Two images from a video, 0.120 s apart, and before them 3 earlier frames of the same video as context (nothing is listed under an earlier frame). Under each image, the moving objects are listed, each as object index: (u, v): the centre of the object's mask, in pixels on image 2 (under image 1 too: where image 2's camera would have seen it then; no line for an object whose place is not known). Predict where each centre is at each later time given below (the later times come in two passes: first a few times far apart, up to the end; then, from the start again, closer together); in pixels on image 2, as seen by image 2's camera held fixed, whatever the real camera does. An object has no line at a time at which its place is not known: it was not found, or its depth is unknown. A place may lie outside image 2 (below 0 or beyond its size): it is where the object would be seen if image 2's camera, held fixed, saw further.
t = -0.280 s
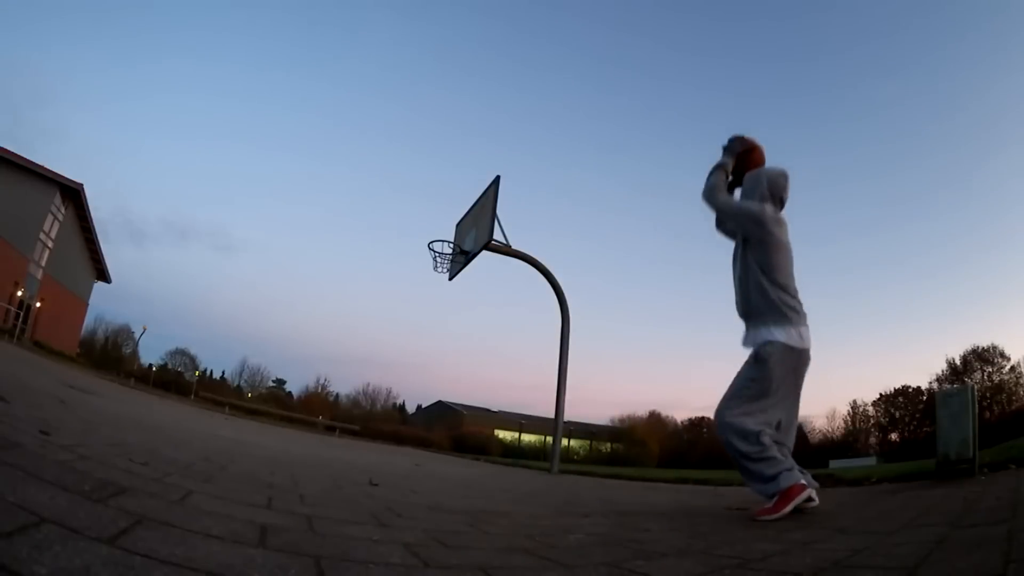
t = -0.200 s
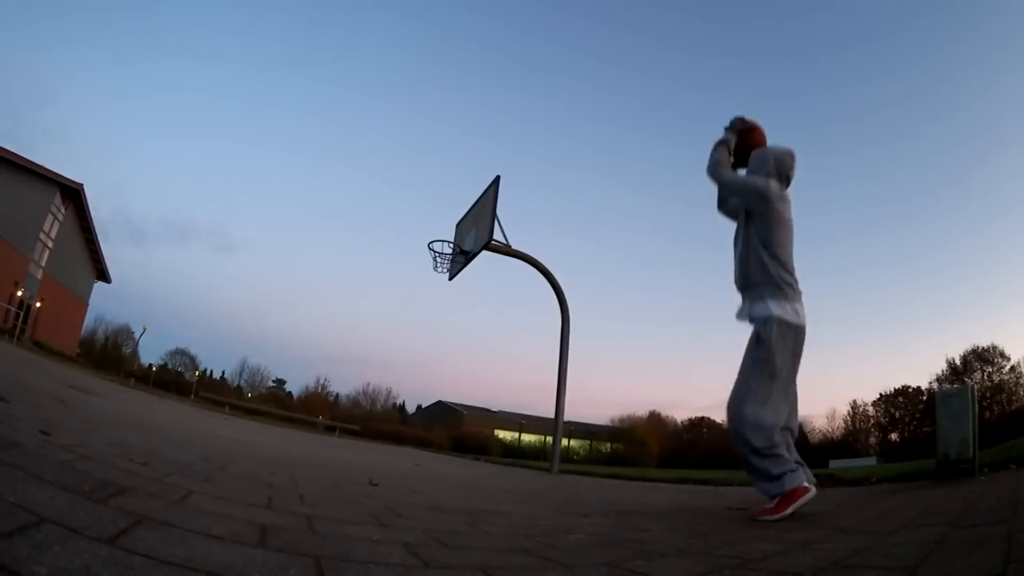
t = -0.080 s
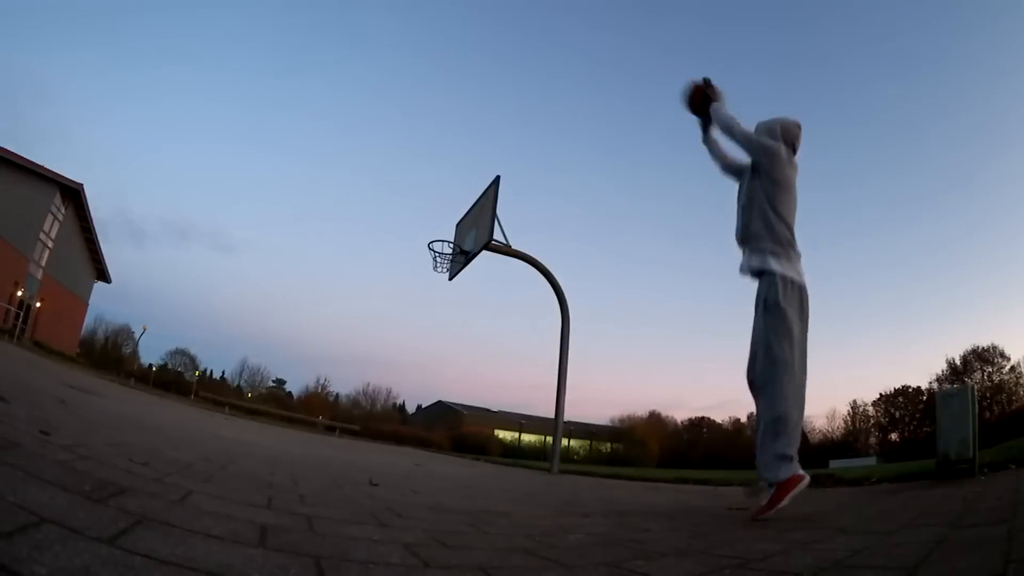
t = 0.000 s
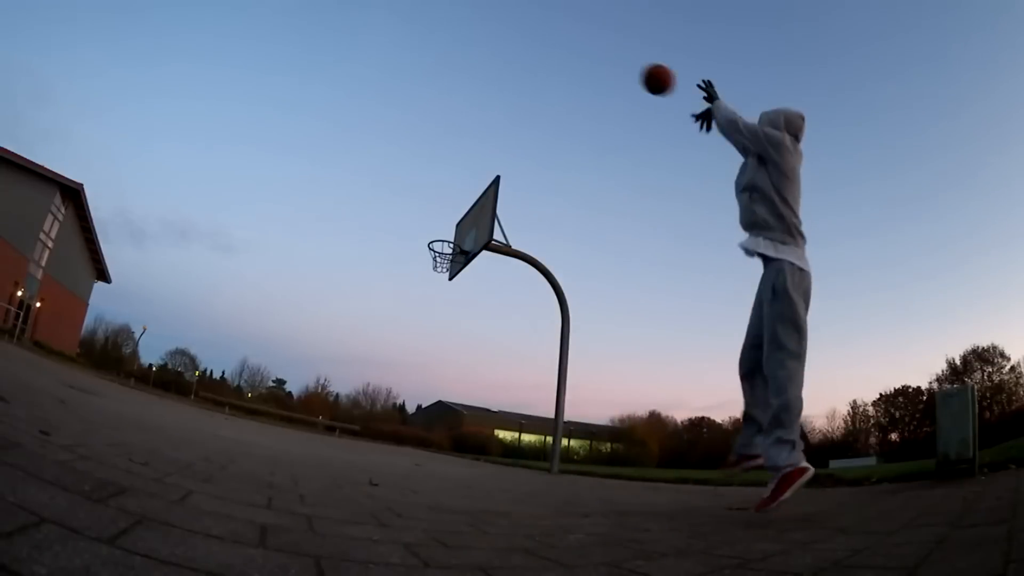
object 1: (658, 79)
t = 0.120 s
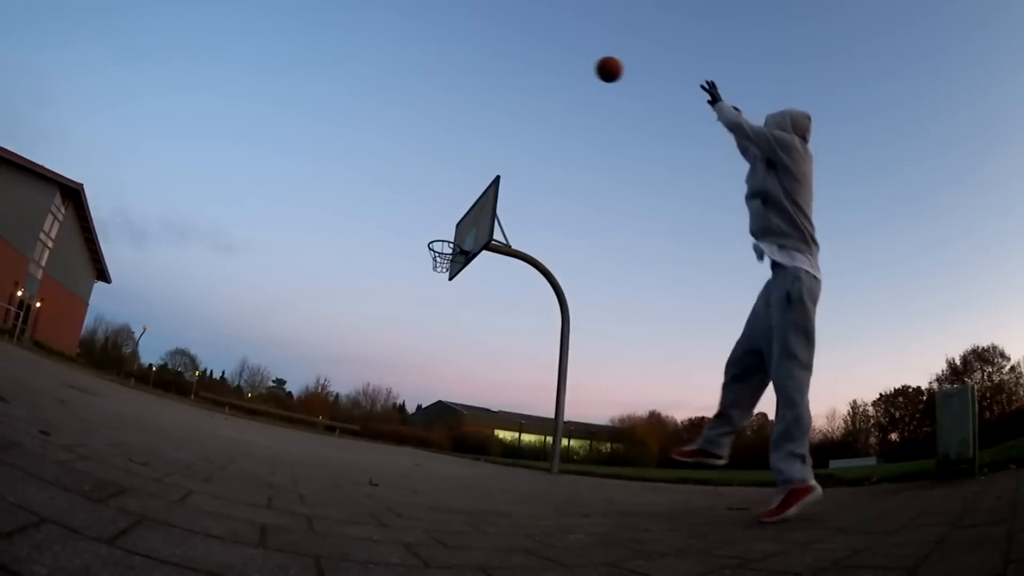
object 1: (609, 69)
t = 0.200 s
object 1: (585, 70)
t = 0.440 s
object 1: (531, 94)
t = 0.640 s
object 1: (496, 133)
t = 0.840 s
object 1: (465, 187)
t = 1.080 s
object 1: (442, 250)
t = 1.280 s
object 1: (442, 254)
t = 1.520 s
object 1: (439, 263)
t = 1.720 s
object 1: (441, 274)
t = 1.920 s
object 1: (440, 305)
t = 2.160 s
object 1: (434, 380)
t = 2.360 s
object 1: (430, 447)
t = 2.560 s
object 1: (437, 395)
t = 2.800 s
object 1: (440, 368)
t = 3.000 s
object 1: (439, 376)
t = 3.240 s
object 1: (433, 419)
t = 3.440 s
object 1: (430, 438)
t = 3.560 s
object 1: (431, 418)
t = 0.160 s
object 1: (596, 69)
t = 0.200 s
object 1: (585, 70)
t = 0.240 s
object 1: (574, 72)
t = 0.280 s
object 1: (564, 75)
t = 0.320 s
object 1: (555, 79)
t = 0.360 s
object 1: (547, 83)
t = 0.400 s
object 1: (538, 88)
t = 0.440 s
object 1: (531, 94)
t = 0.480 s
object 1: (523, 100)
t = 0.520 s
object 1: (516, 108)
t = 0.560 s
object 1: (509, 115)
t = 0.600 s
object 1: (503, 124)
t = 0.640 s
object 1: (496, 133)
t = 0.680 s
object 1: (490, 142)
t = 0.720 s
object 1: (484, 152)
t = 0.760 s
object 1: (477, 164)
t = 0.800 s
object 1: (471, 175)
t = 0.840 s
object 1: (465, 187)
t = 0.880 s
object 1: (459, 200)
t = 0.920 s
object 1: (453, 213)
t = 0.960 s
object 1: (447, 227)
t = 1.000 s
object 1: (442, 239)
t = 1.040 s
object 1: (440, 246)
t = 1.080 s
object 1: (442, 250)
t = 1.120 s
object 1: (448, 252)
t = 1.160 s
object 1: (452, 252)
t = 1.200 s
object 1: (449, 252)
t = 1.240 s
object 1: (446, 253)
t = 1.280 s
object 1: (442, 254)
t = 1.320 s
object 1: (441, 255)
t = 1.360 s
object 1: (440, 256)
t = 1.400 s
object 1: (439, 258)
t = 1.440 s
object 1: (439, 260)
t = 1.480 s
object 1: (439, 261)
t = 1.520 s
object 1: (439, 263)
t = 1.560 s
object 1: (439, 264)
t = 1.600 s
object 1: (440, 266)
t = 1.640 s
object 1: (440, 268)
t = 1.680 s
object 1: (440, 270)
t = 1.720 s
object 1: (441, 274)
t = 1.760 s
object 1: (441, 278)
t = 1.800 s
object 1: (441, 283)
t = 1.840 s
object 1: (441, 289)
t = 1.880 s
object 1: (441, 297)
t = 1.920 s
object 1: (440, 305)
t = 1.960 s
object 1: (440, 315)
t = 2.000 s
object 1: (439, 326)
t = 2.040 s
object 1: (438, 338)
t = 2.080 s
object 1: (437, 351)
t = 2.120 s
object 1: (436, 365)
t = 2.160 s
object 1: (434, 380)
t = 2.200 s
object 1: (433, 396)
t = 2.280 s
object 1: (433, 433)
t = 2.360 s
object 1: (430, 447)
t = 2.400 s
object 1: (433, 435)
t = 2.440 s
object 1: (434, 423)
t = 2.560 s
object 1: (437, 395)
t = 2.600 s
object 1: (438, 388)
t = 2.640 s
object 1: (439, 382)
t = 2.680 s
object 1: (439, 377)
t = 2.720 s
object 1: (440, 373)
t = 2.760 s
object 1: (440, 370)
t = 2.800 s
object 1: (440, 368)
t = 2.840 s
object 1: (440, 367)
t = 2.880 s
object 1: (440, 368)
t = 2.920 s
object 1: (440, 369)
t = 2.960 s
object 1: (439, 372)
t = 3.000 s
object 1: (439, 376)
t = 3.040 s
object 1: (438, 380)
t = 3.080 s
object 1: (437, 386)
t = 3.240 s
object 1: (433, 419)
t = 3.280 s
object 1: (433, 431)
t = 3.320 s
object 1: (430, 445)
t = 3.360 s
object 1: (427, 456)
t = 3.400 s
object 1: (429, 446)
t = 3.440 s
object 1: (430, 438)
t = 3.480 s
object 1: (431, 428)
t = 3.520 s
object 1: (431, 423)
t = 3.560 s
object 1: (431, 418)
